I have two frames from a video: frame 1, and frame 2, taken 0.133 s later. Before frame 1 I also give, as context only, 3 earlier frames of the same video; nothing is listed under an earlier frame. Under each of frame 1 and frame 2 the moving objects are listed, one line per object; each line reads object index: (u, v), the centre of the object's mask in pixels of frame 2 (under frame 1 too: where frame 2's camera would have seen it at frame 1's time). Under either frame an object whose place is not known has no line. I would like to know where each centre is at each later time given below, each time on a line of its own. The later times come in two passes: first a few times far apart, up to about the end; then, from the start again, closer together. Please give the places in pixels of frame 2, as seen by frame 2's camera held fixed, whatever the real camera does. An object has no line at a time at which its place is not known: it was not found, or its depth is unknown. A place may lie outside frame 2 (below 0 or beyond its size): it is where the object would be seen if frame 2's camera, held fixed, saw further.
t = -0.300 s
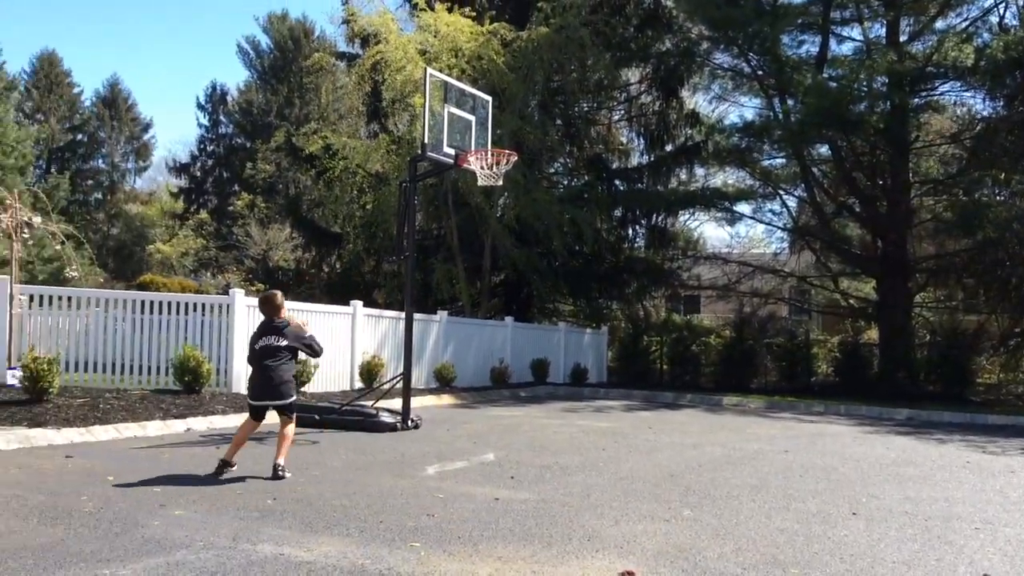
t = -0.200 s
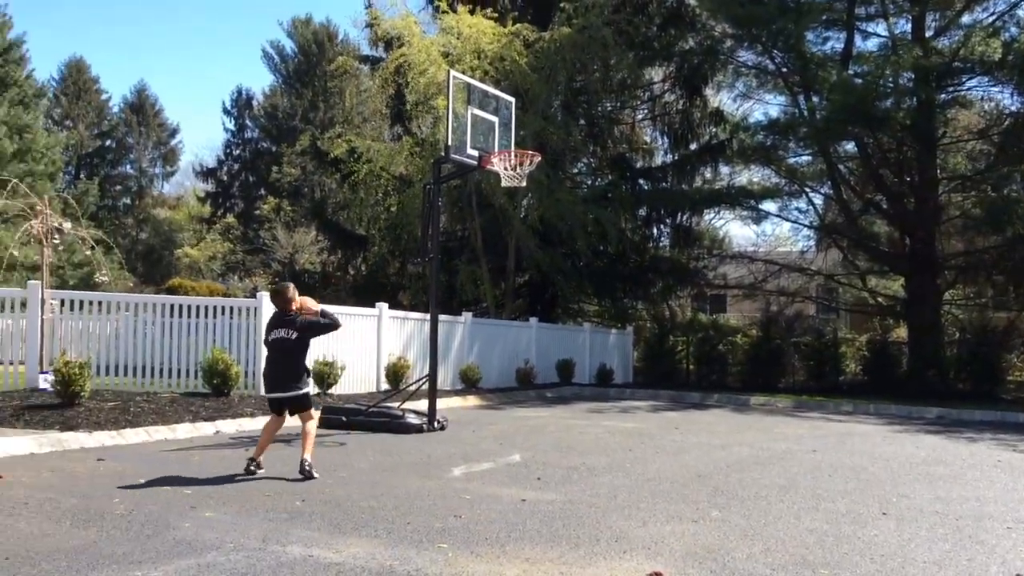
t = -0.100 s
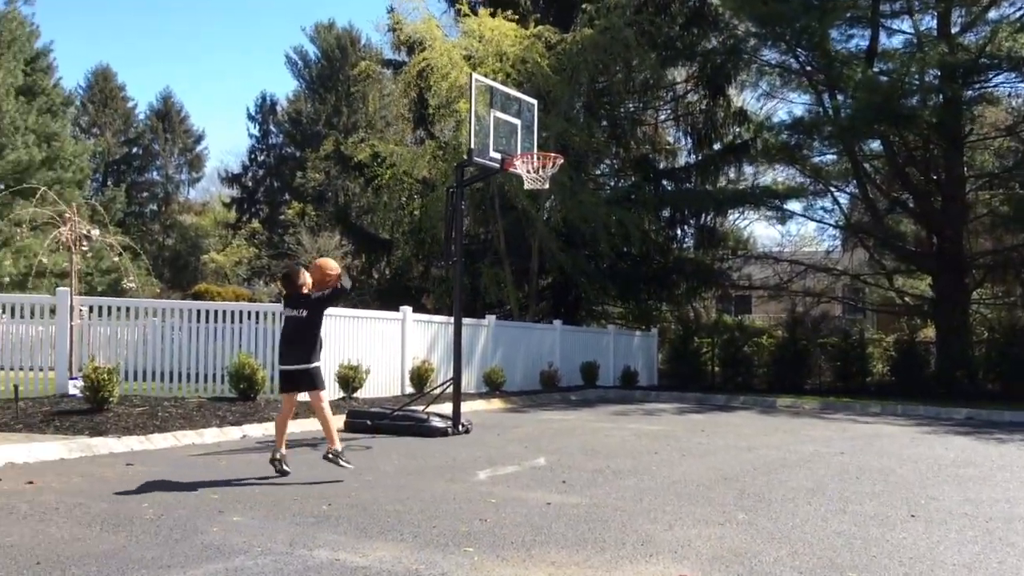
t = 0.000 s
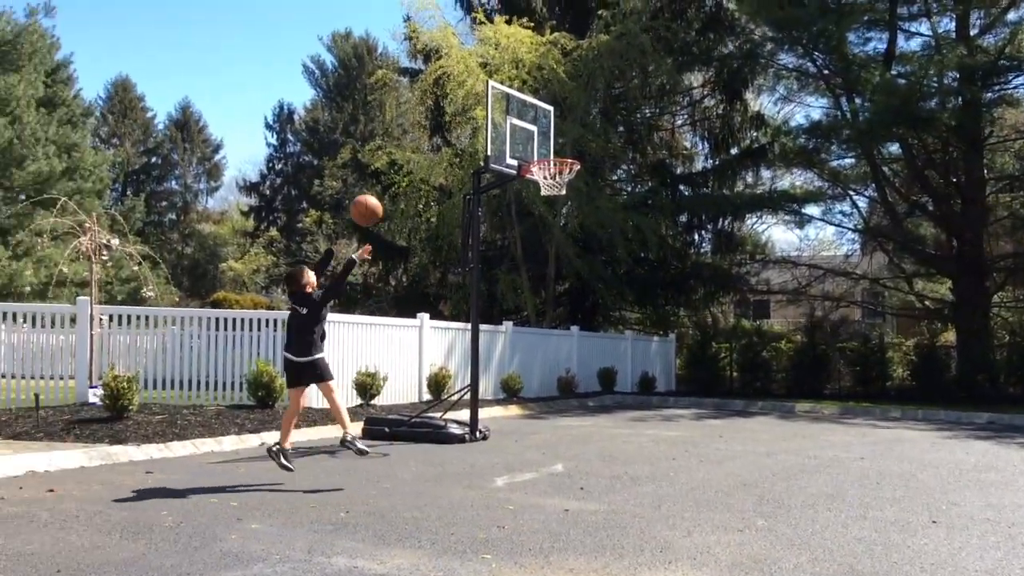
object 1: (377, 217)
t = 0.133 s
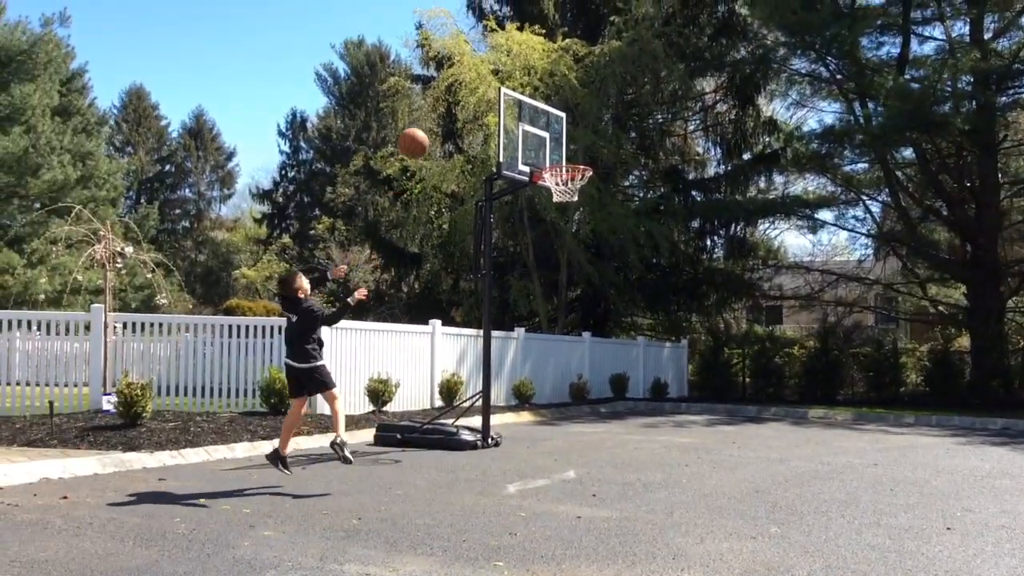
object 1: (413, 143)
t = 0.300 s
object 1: (453, 87)
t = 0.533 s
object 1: (504, 69)
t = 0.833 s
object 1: (561, 129)
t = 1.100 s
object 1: (563, 200)
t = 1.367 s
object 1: (519, 257)
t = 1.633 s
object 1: (476, 384)
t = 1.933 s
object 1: (454, 339)
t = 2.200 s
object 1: (440, 297)
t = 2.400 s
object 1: (430, 312)
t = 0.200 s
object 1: (430, 116)
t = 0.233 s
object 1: (438, 105)
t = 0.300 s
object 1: (453, 87)
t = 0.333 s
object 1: (462, 80)
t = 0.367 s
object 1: (469, 75)
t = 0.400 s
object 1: (475, 71)
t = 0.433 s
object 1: (482, 69)
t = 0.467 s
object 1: (489, 68)
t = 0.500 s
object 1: (497, 68)
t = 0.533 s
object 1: (504, 69)
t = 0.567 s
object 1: (511, 71)
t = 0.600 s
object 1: (518, 75)
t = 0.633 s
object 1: (524, 79)
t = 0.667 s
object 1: (531, 85)
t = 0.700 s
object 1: (537, 92)
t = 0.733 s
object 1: (543, 99)
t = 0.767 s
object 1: (549, 108)
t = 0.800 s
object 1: (555, 119)
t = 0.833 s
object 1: (561, 129)
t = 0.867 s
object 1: (566, 141)
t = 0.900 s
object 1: (573, 153)
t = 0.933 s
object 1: (578, 161)
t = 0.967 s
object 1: (585, 180)
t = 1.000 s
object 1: (575, 197)
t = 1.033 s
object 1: (573, 197)
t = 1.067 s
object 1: (568, 196)
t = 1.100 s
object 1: (563, 200)
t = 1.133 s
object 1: (557, 204)
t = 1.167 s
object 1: (552, 207)
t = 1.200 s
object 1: (546, 212)
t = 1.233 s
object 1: (541, 219)
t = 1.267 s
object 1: (535, 227)
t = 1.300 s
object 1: (530, 235)
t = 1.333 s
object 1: (524, 246)
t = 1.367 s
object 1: (519, 257)
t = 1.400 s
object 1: (513, 269)
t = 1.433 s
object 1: (508, 282)
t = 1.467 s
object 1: (502, 297)
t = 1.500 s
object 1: (497, 312)
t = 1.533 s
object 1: (491, 328)
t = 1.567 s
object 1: (486, 347)
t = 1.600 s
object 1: (481, 365)
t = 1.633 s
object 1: (476, 384)
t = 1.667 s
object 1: (470, 406)
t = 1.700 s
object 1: (465, 428)
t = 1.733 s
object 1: (464, 413)
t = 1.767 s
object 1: (462, 398)
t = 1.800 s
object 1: (462, 385)
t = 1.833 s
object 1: (458, 372)
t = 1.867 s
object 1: (457, 360)
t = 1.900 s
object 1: (455, 349)
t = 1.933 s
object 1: (454, 339)
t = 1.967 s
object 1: (452, 330)
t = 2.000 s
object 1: (451, 322)
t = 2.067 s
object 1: (447, 309)
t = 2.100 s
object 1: (446, 304)
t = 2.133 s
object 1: (444, 300)
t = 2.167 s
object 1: (442, 298)
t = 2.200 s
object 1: (440, 297)
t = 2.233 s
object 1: (439, 296)
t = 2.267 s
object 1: (437, 297)
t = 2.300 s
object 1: (435, 299)
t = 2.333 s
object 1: (433, 302)
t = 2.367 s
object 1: (432, 307)
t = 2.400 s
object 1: (430, 312)
